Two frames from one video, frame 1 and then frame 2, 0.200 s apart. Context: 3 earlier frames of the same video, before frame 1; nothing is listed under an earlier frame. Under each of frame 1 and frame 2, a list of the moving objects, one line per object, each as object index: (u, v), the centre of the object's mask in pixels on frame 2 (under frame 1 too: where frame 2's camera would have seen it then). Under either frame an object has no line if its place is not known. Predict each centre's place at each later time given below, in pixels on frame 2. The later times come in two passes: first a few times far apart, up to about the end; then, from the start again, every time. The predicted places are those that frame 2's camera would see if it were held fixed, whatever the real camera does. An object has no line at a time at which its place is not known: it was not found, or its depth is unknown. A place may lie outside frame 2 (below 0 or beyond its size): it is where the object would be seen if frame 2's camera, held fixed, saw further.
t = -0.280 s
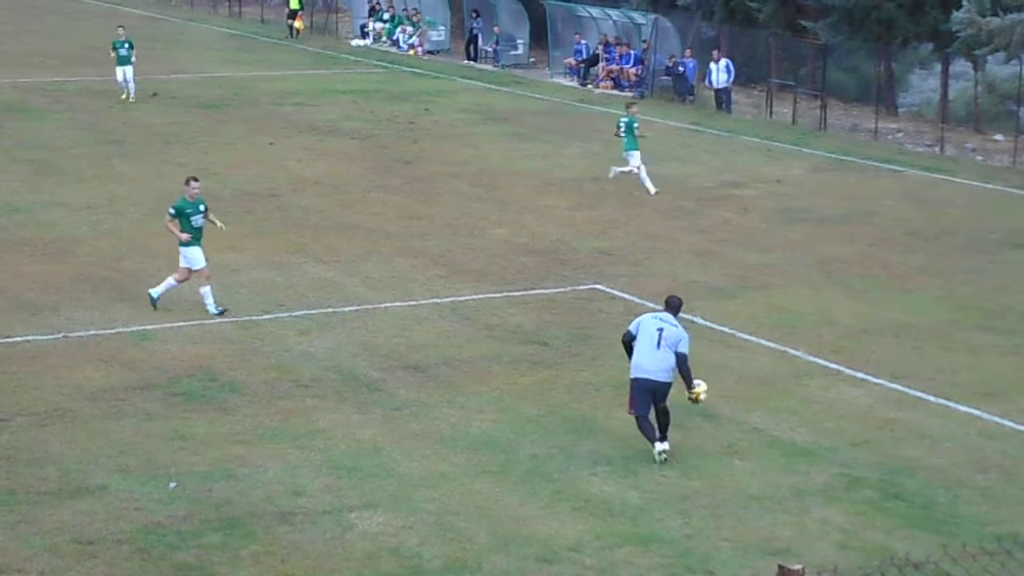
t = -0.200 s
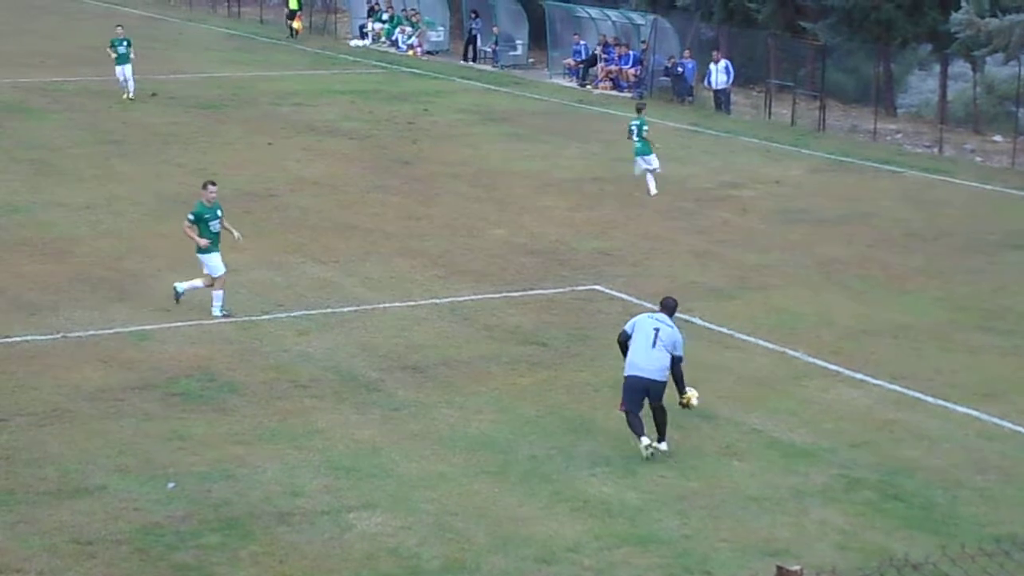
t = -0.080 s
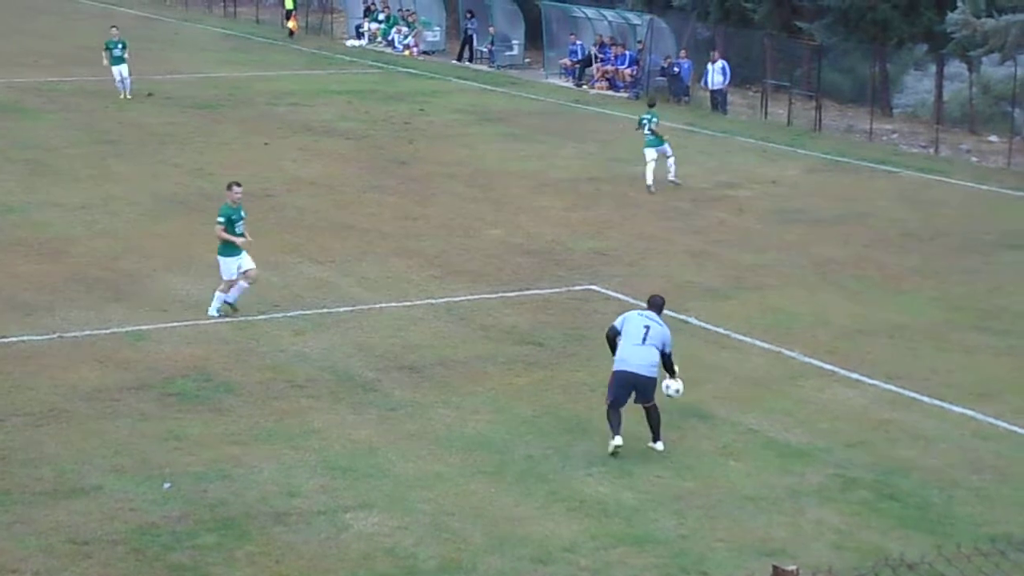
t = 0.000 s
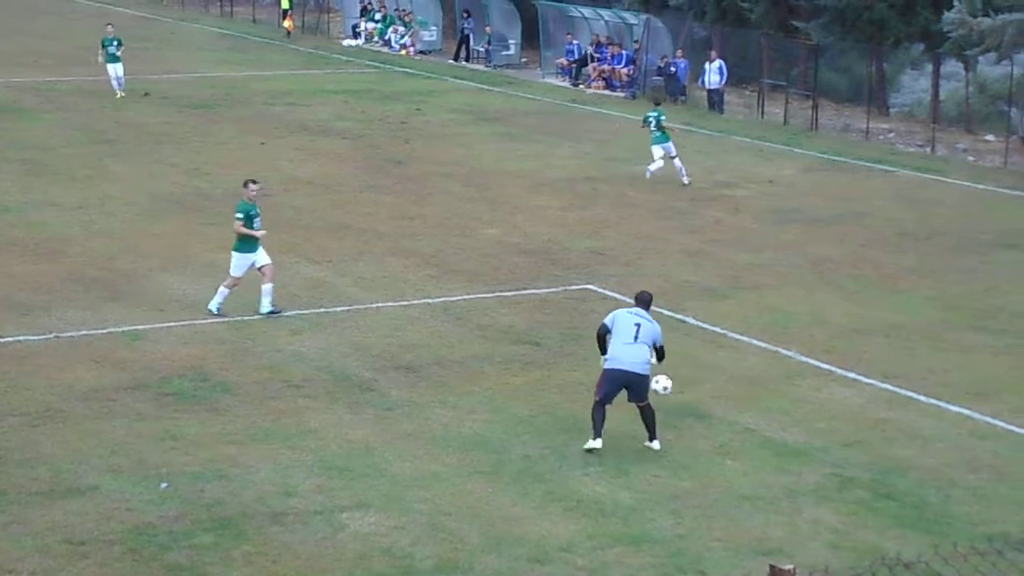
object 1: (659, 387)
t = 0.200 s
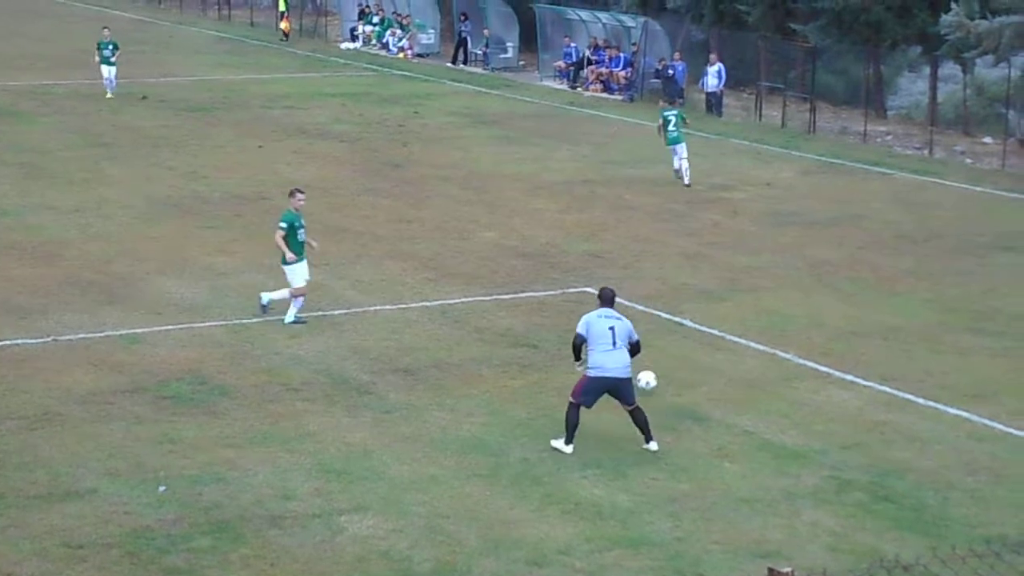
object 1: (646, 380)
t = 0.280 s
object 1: (645, 370)
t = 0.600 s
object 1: (638, 348)
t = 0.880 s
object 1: (633, 333)
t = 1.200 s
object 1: (628, 319)
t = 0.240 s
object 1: (646, 374)
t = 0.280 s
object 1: (645, 370)
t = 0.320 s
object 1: (644, 367)
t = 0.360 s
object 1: (643, 366)
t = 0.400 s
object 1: (643, 366)
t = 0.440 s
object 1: (642, 368)
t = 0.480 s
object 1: (641, 363)
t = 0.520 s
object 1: (640, 357)
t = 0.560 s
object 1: (639, 352)
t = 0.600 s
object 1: (638, 348)
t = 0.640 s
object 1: (637, 345)
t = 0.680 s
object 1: (637, 344)
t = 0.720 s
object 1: (636, 346)
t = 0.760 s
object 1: (635, 345)
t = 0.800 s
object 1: (634, 340)
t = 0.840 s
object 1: (634, 336)
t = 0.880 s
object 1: (633, 333)
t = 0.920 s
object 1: (632, 332)
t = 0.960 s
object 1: (632, 331)
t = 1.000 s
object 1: (631, 331)
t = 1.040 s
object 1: (630, 327)
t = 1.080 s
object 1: (630, 324)
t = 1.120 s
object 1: (630, 321)
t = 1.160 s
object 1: (629, 319)
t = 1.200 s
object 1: (628, 319)
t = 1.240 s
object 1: (628, 318)
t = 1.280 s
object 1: (627, 314)
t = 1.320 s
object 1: (627, 311)
